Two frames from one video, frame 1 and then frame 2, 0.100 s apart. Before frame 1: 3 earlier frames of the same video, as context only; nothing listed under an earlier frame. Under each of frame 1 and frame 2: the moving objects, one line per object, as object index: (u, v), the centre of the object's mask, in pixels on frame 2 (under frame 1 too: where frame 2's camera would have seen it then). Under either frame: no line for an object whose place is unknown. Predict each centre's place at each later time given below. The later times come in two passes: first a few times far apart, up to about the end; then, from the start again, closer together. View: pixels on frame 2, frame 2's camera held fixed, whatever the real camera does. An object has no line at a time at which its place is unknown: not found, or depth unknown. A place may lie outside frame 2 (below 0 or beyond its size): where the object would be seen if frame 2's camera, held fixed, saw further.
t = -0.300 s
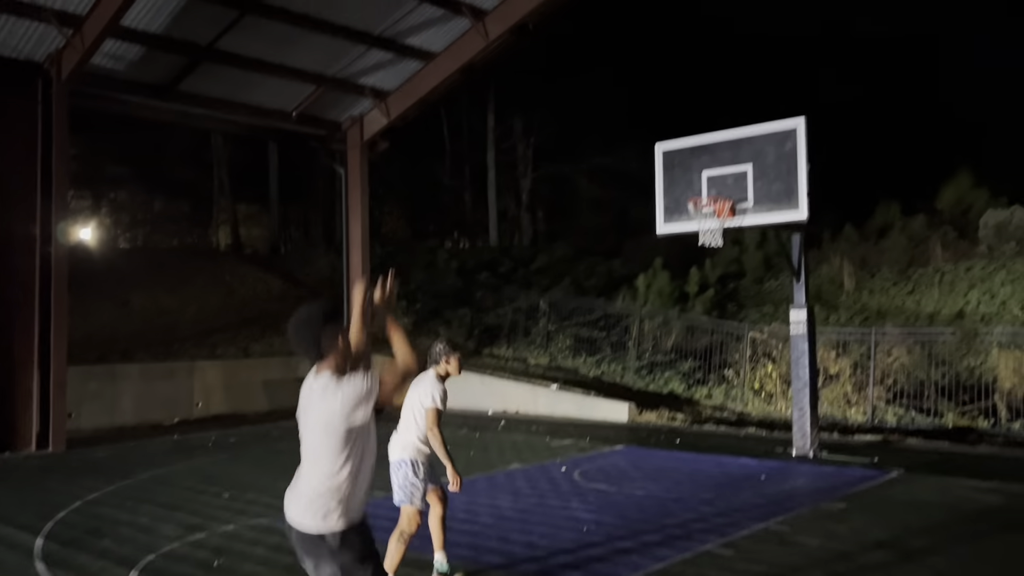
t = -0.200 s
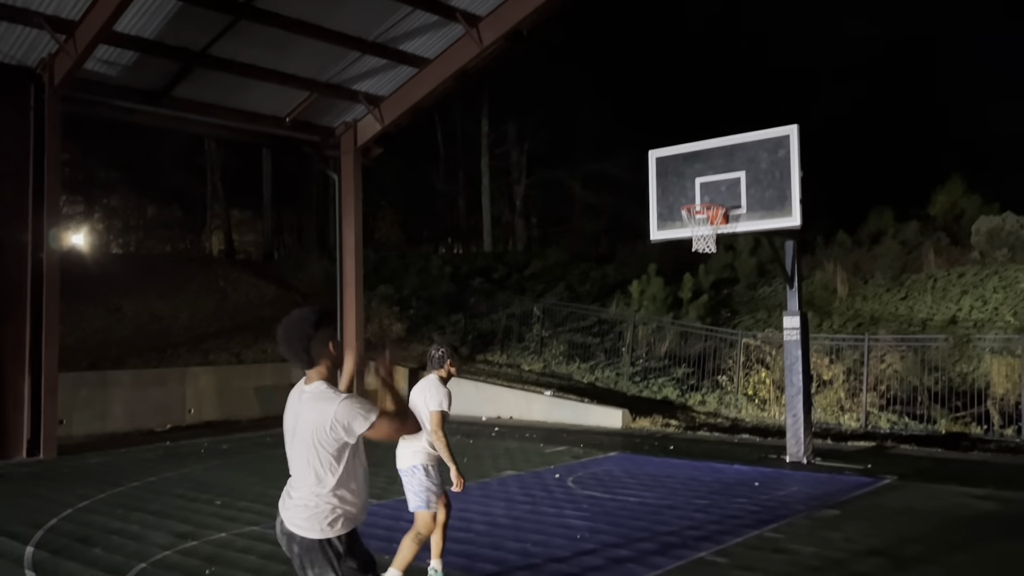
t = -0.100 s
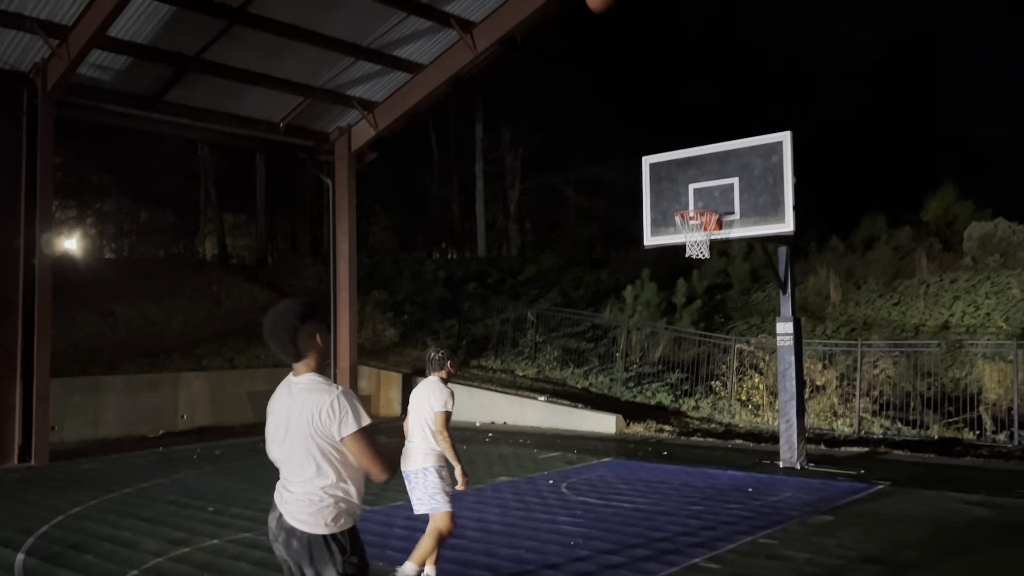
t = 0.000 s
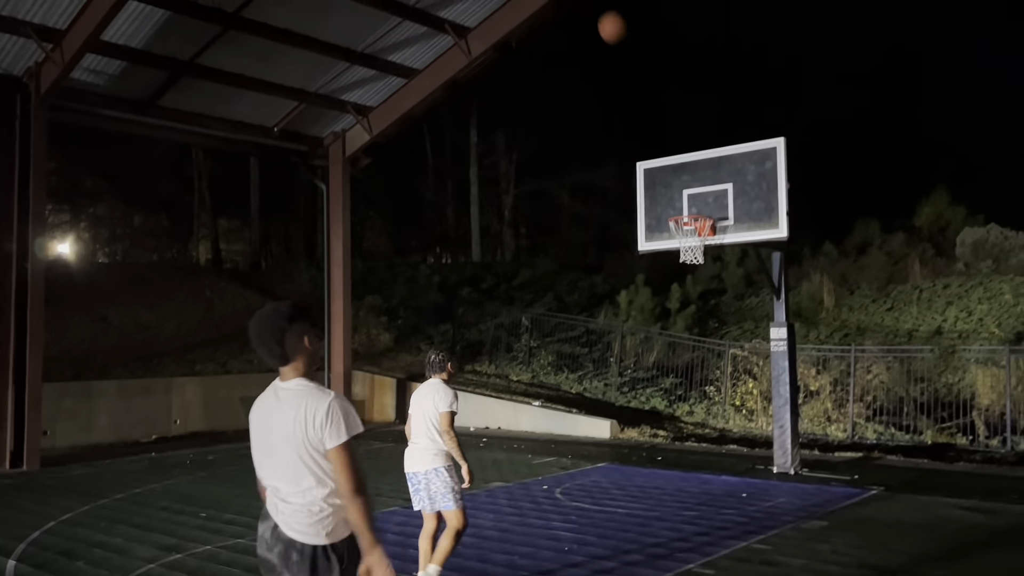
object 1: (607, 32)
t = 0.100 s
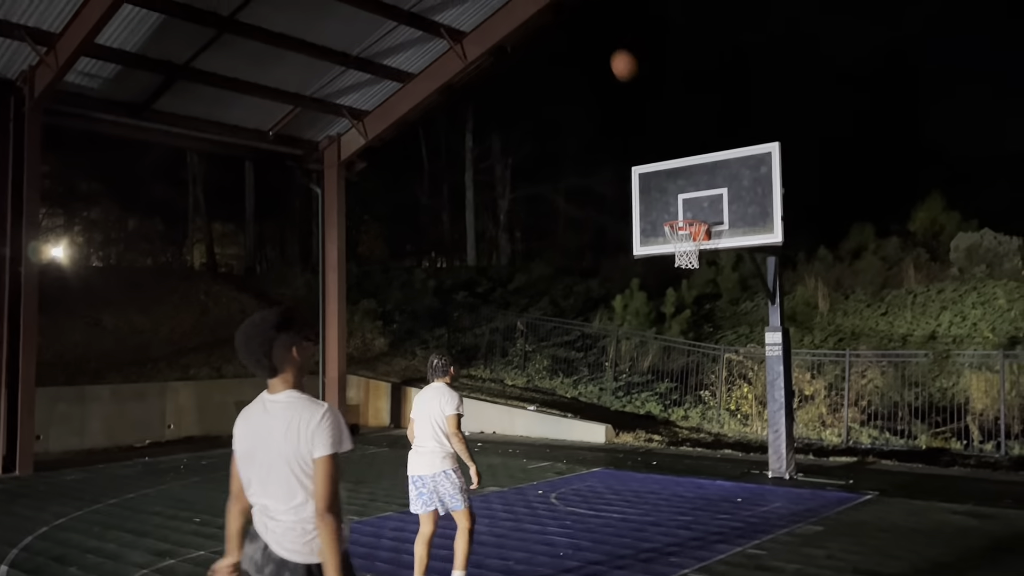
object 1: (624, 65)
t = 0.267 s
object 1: (648, 132)
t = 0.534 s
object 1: (661, 196)
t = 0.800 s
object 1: (640, 185)
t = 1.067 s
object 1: (619, 236)
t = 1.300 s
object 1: (604, 330)
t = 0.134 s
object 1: (629, 77)
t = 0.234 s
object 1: (643, 117)
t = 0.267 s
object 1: (648, 132)
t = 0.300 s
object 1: (652, 146)
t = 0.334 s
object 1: (656, 159)
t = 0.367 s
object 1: (660, 182)
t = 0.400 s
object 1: (665, 196)
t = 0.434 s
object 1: (668, 212)
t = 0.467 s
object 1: (667, 209)
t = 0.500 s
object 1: (664, 202)
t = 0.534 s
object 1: (661, 196)
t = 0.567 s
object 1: (658, 191)
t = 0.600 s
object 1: (655, 187)
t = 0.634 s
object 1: (652, 185)
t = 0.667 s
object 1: (650, 183)
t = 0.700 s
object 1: (648, 182)
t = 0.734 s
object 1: (645, 182)
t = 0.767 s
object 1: (643, 183)
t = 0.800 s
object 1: (640, 185)
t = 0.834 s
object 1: (636, 189)
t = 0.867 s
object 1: (634, 193)
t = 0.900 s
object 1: (631, 198)
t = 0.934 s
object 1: (628, 204)
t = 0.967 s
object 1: (626, 211)
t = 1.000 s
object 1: (624, 218)
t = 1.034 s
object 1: (622, 227)
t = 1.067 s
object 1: (619, 236)
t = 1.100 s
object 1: (617, 247)
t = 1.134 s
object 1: (614, 258)
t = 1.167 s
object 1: (612, 270)
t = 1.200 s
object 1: (610, 284)
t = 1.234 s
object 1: (608, 298)
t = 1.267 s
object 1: (606, 314)
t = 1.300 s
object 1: (604, 330)
